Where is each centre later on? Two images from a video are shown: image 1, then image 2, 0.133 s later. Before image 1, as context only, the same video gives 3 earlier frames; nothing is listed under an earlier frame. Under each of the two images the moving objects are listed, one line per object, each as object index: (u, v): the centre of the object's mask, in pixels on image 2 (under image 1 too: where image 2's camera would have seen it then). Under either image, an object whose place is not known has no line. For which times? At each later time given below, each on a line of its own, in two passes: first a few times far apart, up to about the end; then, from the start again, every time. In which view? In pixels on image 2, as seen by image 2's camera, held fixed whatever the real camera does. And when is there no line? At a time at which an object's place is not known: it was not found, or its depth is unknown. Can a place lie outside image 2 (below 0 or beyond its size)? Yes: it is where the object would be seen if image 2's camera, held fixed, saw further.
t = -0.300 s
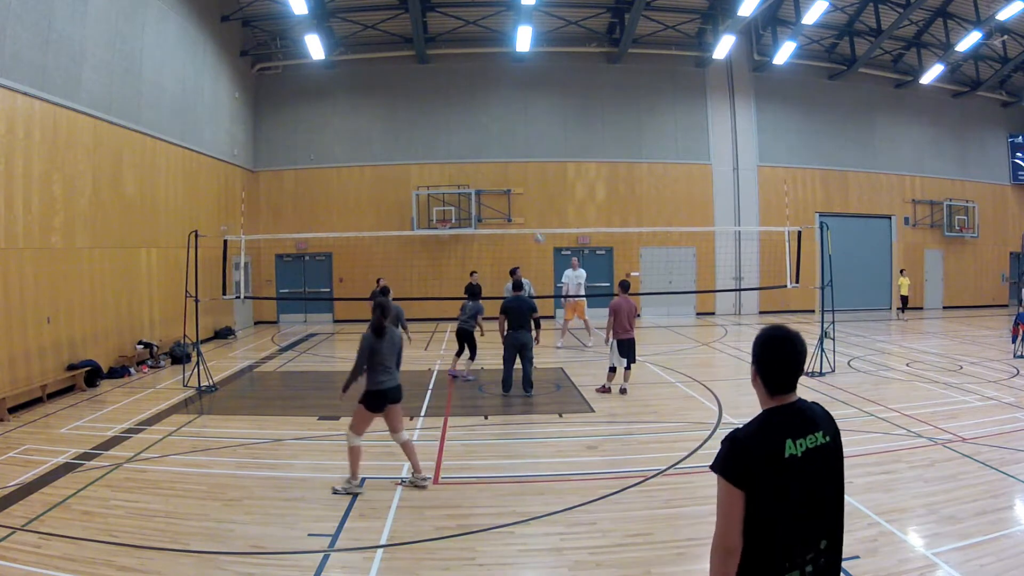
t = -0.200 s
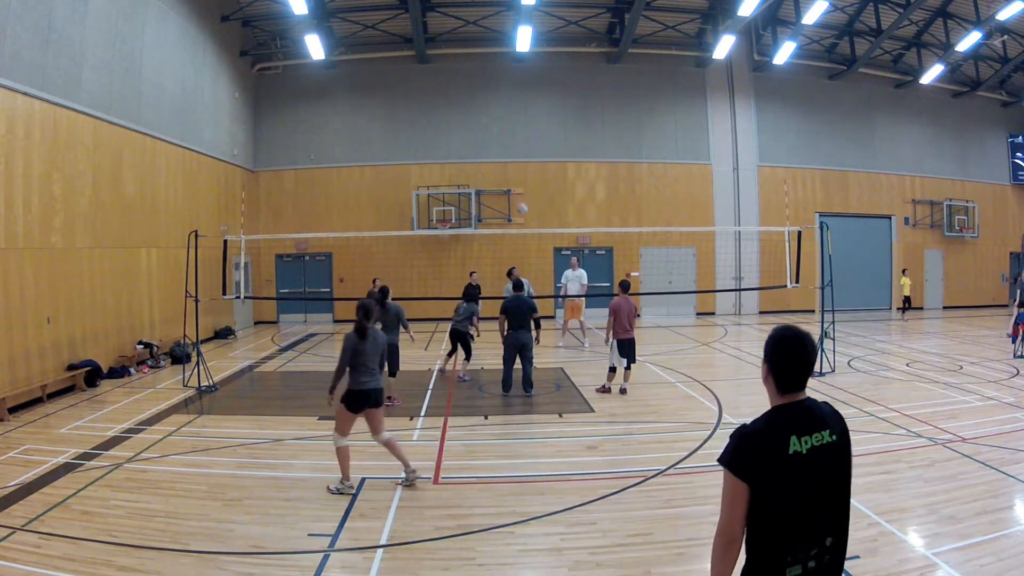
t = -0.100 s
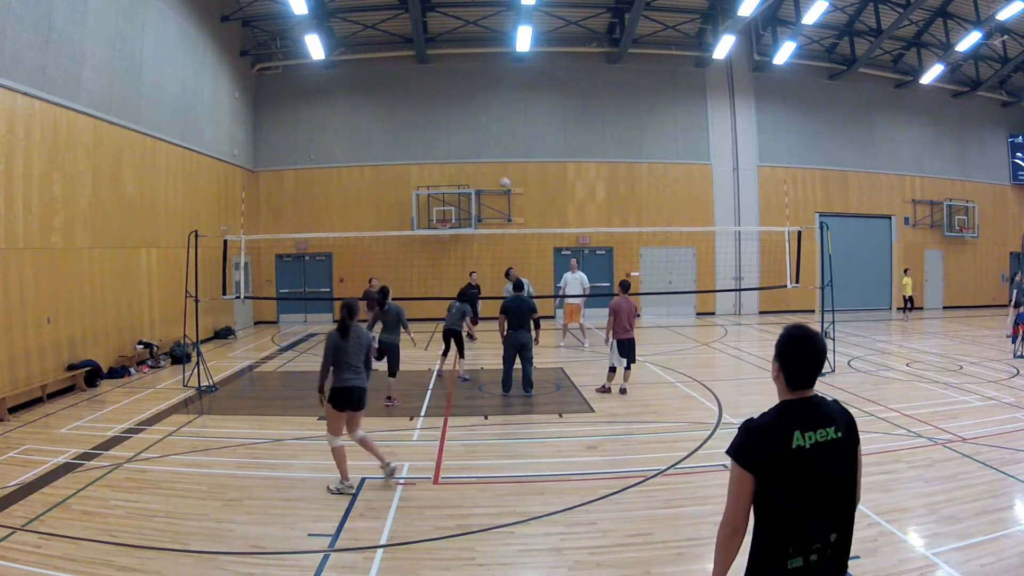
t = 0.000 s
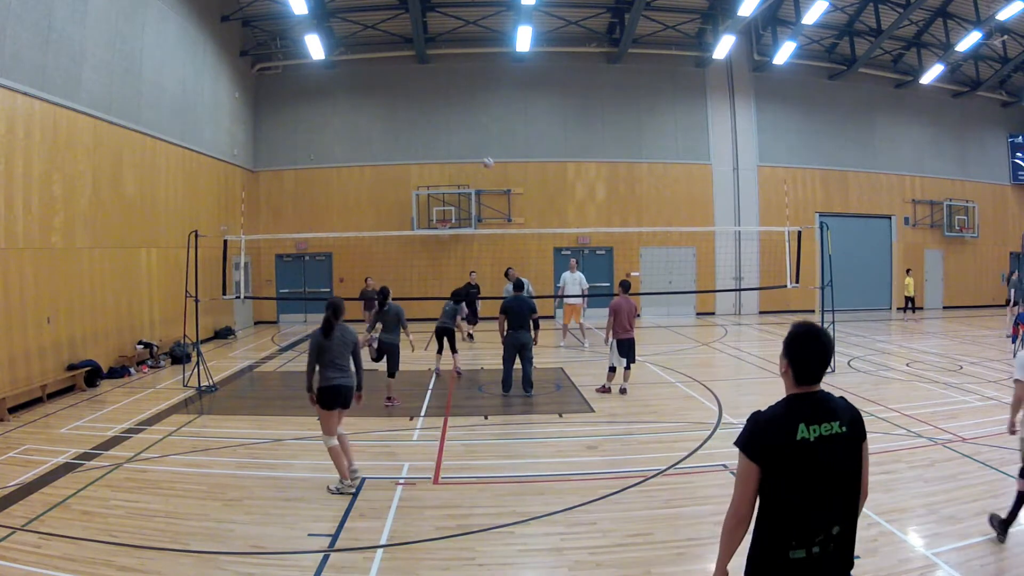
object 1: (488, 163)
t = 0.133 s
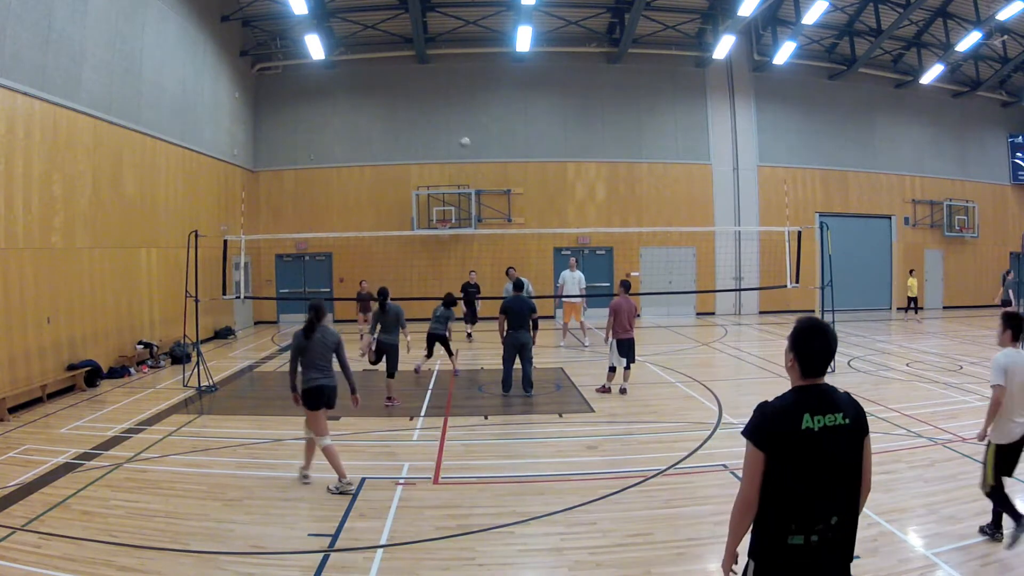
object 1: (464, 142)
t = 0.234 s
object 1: (448, 133)
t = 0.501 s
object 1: (401, 133)
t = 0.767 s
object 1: (354, 171)
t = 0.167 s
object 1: (458, 139)
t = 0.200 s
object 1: (453, 136)
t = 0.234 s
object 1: (448, 133)
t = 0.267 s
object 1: (442, 131)
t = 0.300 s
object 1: (436, 130)
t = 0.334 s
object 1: (430, 129)
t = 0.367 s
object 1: (424, 129)
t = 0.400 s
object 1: (419, 128)
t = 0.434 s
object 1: (412, 129)
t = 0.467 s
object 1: (407, 131)
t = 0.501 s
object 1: (401, 133)
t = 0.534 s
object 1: (395, 135)
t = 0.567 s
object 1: (389, 138)
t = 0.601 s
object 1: (383, 142)
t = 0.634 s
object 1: (377, 147)
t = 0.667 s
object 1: (372, 151)
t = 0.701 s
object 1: (366, 156)
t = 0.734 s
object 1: (361, 163)
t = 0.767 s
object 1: (354, 171)
